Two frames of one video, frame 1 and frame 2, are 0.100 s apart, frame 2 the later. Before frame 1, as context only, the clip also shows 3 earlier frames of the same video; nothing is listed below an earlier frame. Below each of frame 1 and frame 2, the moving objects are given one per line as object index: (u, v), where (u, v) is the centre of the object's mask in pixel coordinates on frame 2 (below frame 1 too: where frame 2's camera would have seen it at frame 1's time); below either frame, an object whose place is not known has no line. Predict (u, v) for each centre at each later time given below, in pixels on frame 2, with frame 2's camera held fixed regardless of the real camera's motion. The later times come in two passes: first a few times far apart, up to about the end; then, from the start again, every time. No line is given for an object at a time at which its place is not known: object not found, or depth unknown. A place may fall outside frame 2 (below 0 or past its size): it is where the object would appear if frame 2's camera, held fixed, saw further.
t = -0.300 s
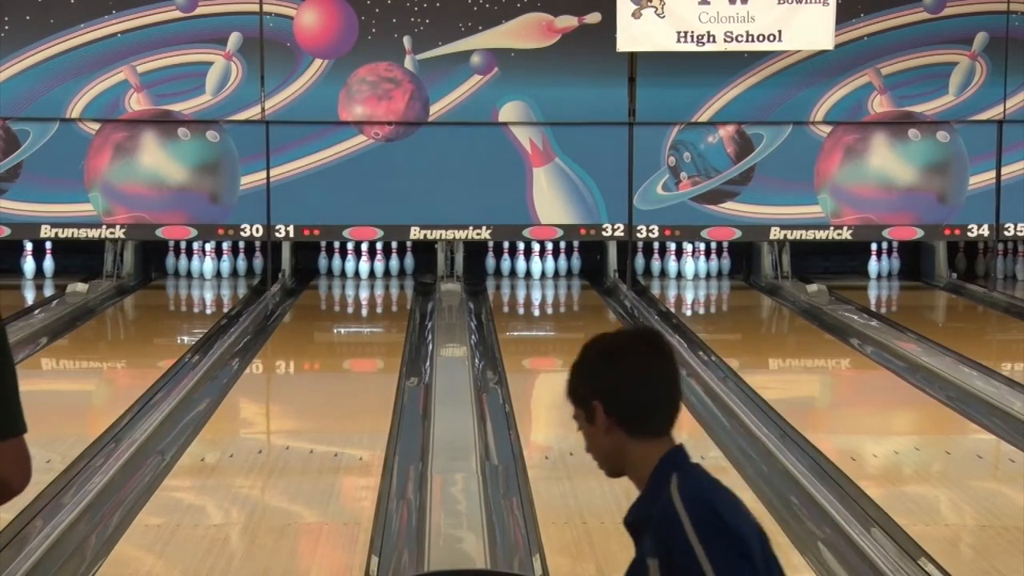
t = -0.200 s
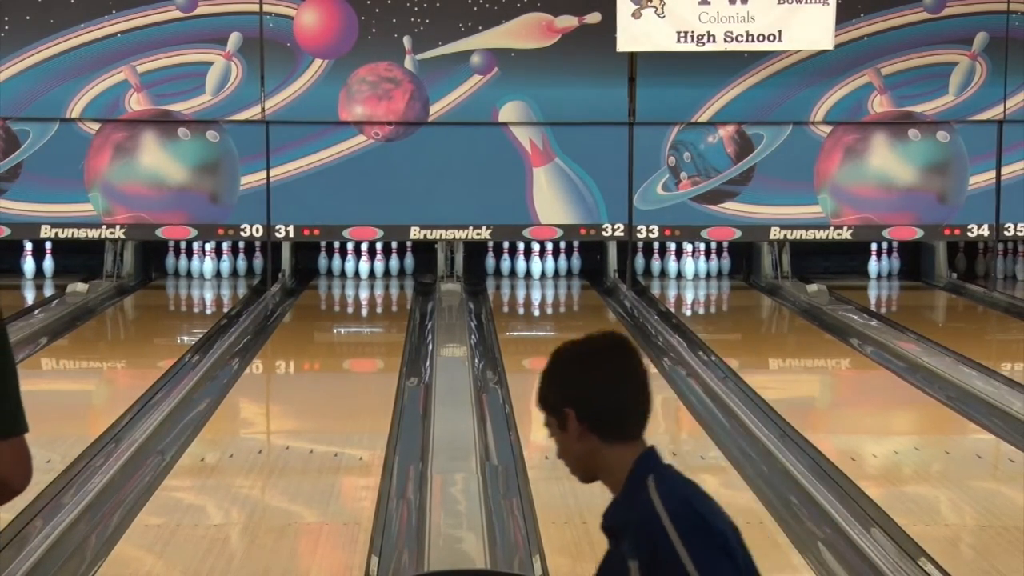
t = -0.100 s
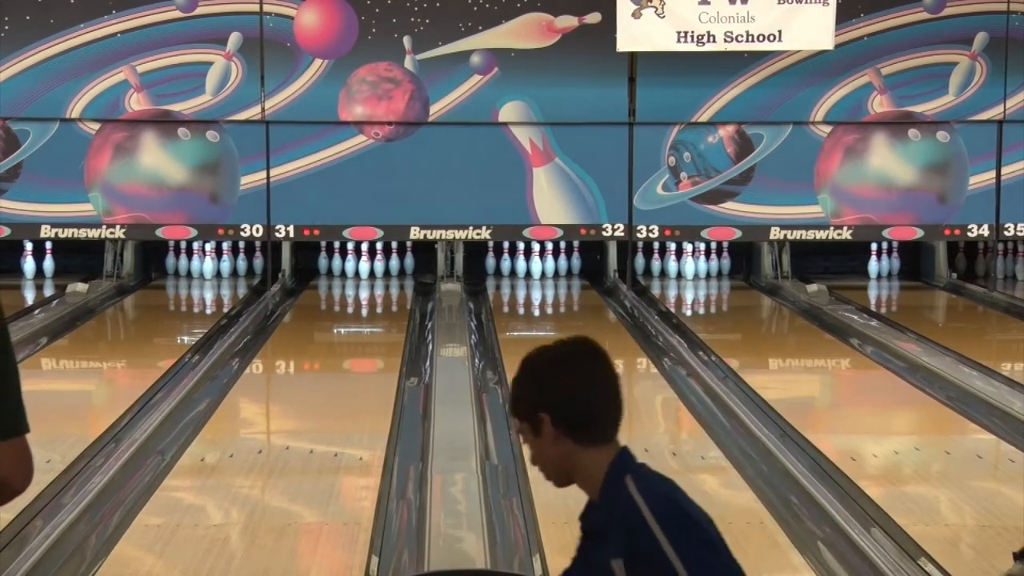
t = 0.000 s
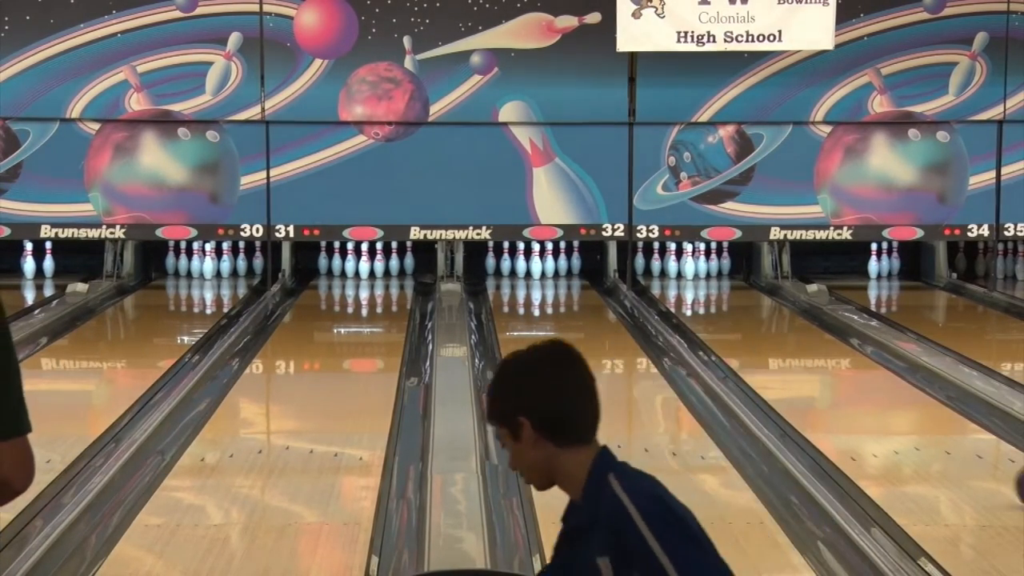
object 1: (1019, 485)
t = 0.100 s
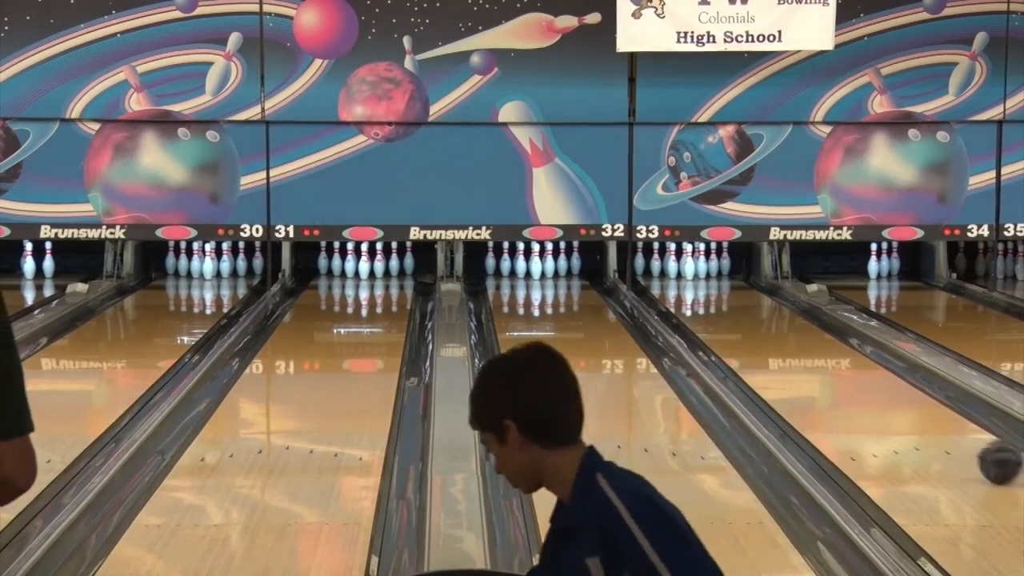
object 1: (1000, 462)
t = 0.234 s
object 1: (956, 435)
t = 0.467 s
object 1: (894, 397)
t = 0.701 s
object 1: (844, 366)
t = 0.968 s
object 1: (799, 338)
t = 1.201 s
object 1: (766, 318)
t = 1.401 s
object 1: (742, 304)
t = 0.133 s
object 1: (989, 456)
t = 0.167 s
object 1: (977, 449)
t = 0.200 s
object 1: (967, 442)
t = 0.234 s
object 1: (956, 435)
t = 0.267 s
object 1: (946, 430)
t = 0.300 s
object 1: (937, 423)
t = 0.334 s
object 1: (928, 418)
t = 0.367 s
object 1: (919, 414)
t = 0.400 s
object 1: (910, 408)
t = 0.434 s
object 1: (902, 403)
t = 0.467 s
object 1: (894, 397)
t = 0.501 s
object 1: (886, 392)
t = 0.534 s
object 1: (878, 387)
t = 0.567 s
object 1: (871, 383)
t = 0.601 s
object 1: (864, 379)
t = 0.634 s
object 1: (857, 375)
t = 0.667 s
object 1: (851, 370)
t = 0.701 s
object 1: (844, 366)
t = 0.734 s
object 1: (838, 362)
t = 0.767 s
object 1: (832, 358)
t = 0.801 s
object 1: (826, 354)
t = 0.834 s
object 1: (820, 351)
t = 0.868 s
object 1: (815, 347)
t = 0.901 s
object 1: (809, 344)
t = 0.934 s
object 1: (804, 341)
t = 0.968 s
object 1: (799, 338)
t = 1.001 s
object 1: (794, 335)
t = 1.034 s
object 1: (789, 332)
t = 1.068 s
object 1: (784, 330)
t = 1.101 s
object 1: (779, 326)
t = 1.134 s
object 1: (775, 324)
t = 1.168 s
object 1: (770, 321)
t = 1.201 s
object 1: (766, 318)
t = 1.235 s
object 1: (762, 315)
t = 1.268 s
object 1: (758, 313)
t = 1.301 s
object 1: (753, 311)
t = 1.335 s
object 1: (750, 309)
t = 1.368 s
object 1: (746, 306)
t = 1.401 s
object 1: (742, 304)
